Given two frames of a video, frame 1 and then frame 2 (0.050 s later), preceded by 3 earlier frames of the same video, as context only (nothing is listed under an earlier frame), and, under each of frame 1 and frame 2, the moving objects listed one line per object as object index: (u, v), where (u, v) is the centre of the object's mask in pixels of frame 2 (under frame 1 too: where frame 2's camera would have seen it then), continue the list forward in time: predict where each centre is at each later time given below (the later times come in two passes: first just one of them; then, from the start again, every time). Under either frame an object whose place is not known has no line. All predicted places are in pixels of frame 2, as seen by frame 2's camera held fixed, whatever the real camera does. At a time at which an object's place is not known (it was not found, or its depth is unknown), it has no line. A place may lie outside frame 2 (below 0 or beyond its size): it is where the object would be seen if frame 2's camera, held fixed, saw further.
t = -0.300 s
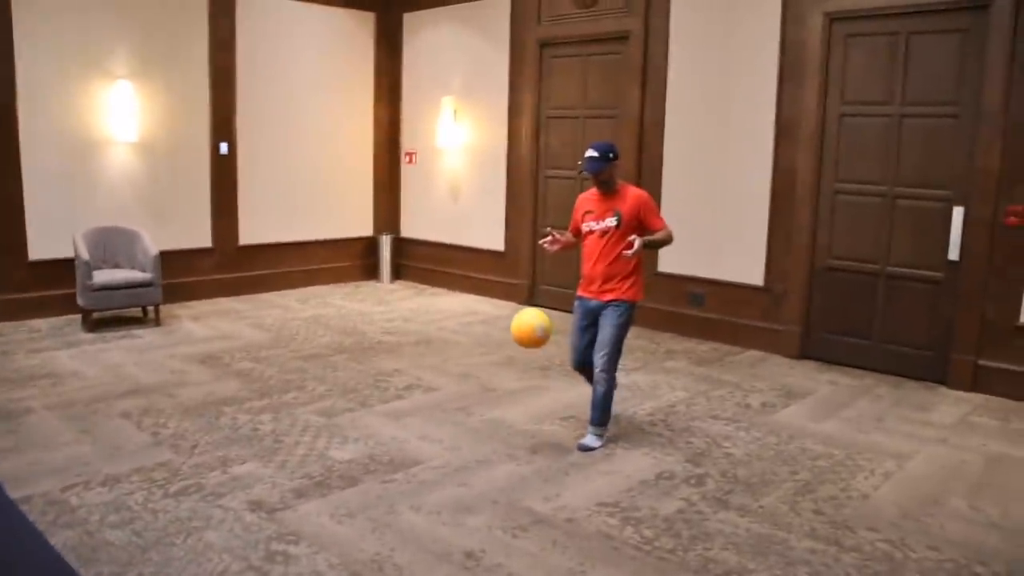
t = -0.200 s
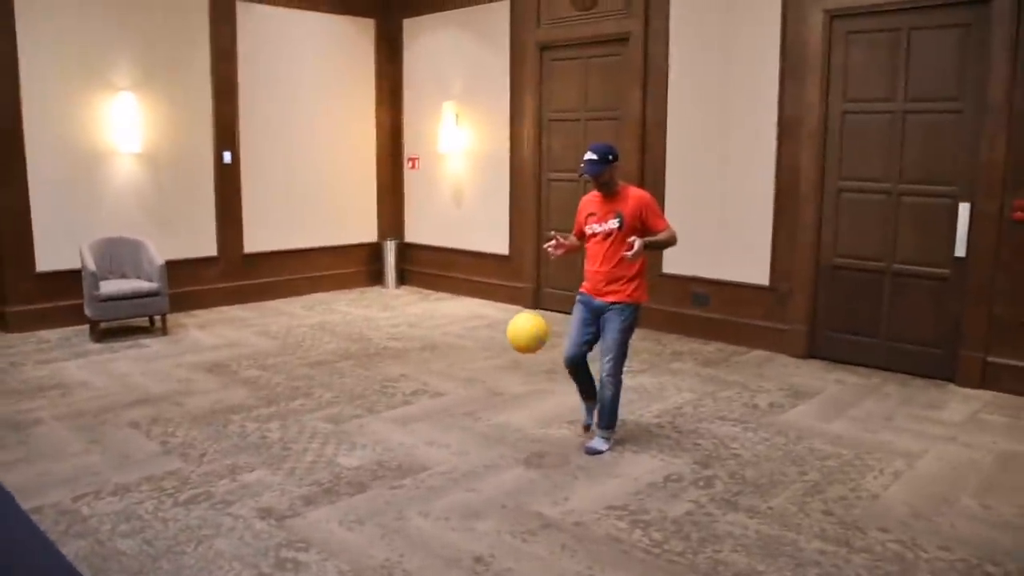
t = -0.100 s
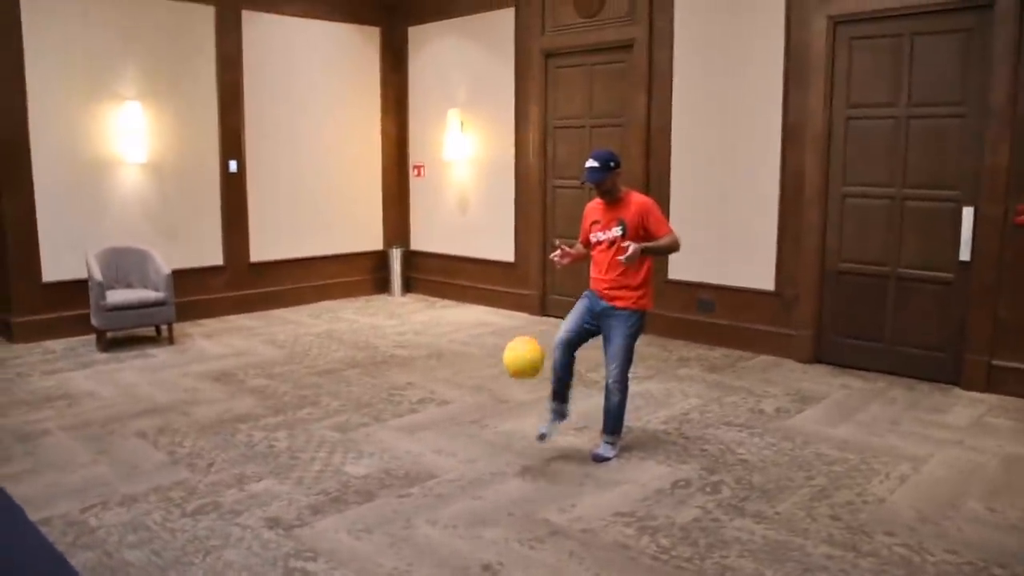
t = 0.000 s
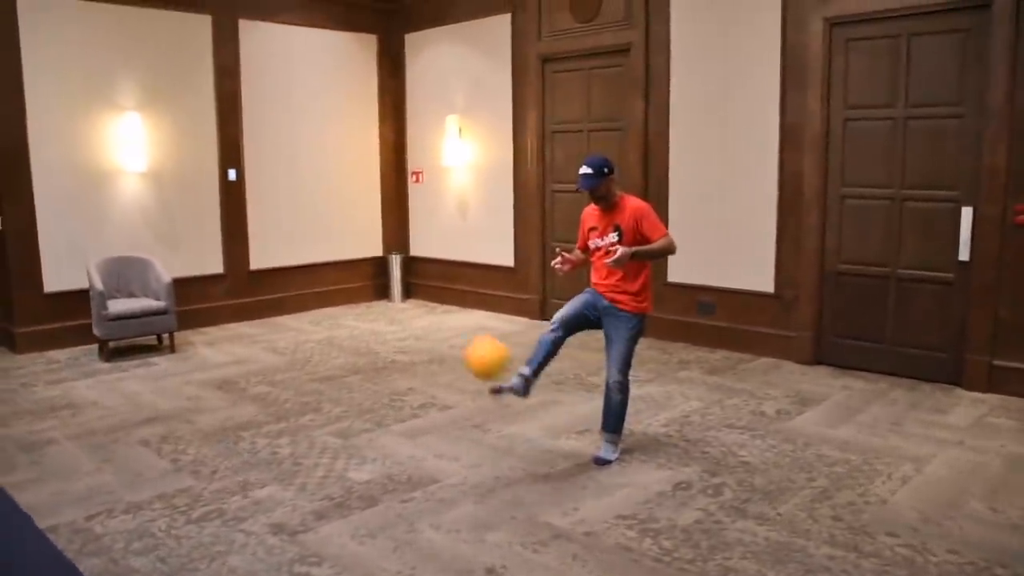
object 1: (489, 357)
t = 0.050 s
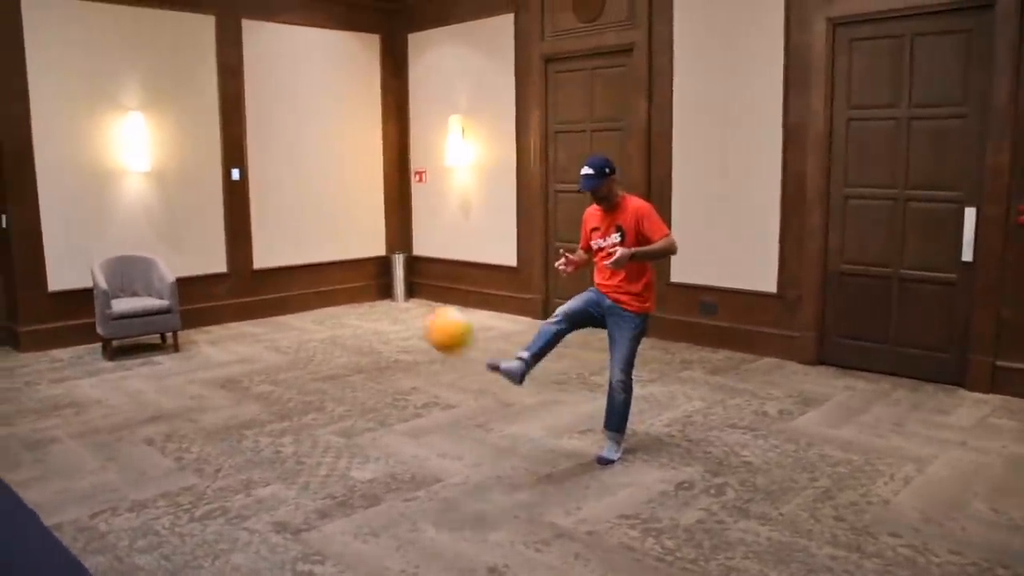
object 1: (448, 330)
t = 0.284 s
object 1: (203, 245)
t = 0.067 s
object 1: (434, 321)
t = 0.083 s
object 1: (420, 313)
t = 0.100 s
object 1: (404, 305)
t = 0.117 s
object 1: (388, 297)
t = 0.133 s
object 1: (371, 291)
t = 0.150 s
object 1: (356, 284)
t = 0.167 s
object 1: (340, 276)
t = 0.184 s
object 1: (321, 270)
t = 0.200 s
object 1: (301, 265)
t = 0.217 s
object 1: (282, 260)
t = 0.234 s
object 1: (263, 257)
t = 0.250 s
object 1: (243, 252)
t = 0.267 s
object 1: (223, 249)
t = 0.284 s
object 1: (203, 245)
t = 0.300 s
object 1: (181, 243)
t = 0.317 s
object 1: (156, 241)
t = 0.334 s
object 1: (136, 241)
